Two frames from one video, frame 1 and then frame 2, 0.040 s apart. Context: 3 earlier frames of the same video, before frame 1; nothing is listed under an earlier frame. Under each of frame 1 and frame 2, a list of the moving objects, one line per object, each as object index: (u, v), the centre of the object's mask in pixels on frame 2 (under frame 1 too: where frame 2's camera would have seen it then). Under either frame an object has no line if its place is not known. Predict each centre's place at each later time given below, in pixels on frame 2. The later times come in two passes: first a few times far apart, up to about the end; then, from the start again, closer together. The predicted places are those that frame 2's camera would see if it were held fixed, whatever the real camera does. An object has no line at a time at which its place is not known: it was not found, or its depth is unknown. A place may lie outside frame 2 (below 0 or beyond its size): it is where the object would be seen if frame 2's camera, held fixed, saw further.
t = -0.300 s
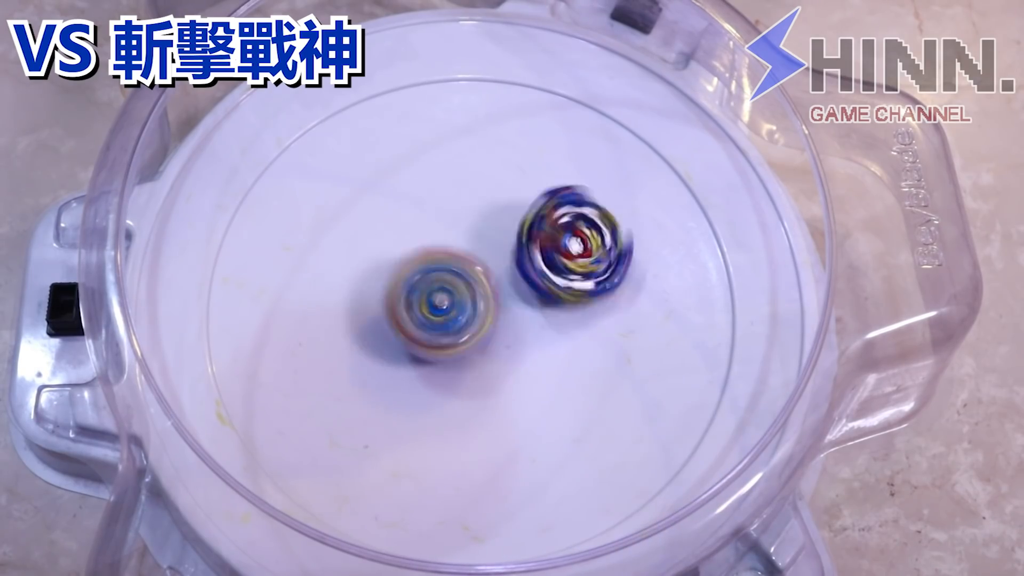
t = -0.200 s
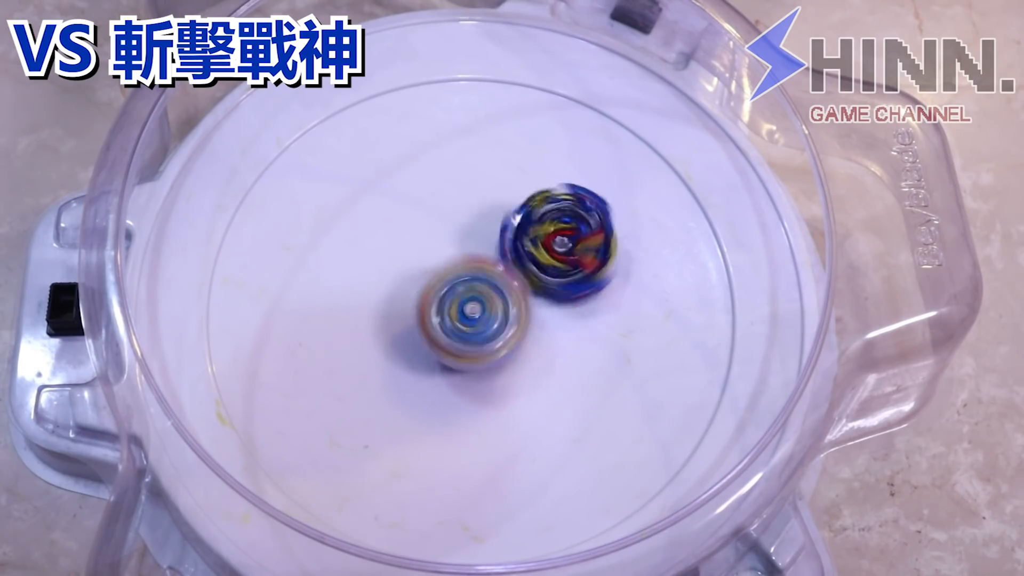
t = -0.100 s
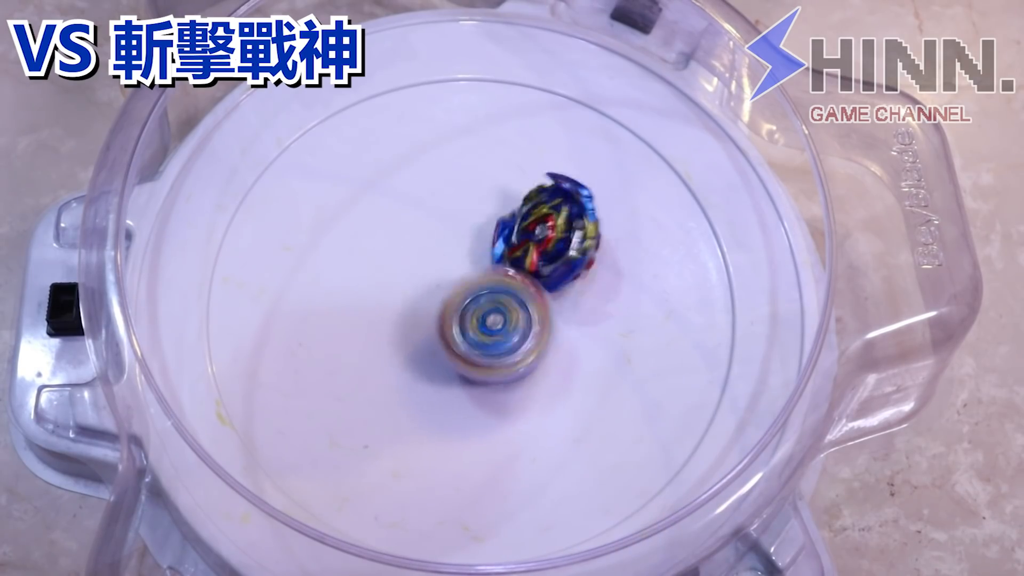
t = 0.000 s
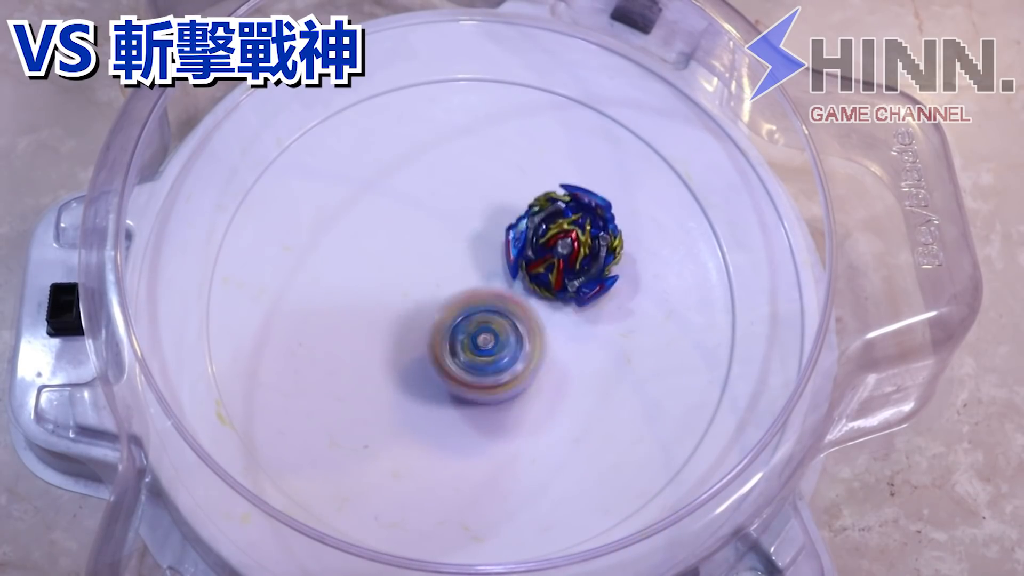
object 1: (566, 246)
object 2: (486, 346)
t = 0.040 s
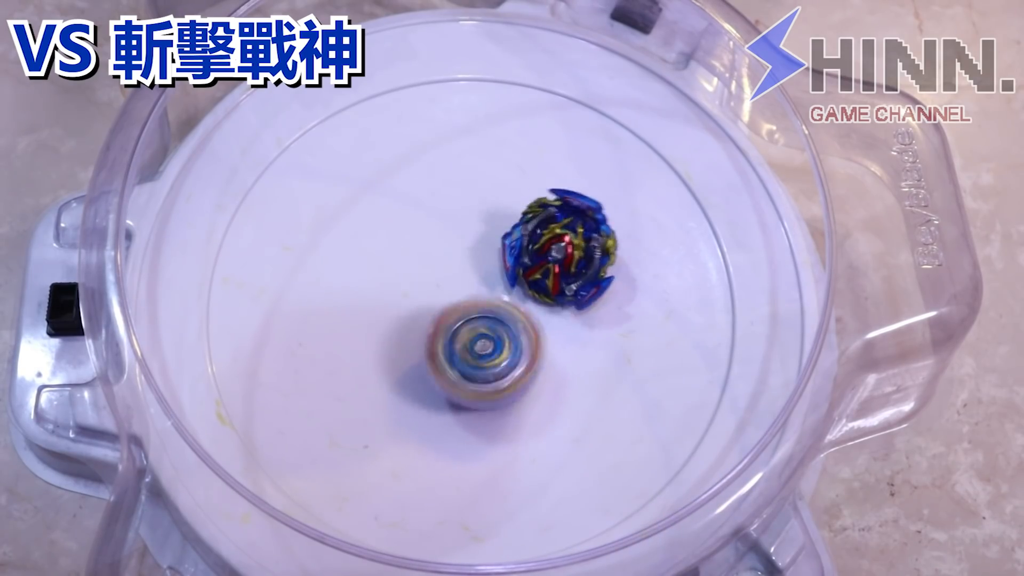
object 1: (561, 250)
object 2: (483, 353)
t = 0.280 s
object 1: (540, 239)
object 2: (475, 351)
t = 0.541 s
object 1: (545, 249)
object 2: (437, 300)
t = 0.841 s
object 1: (538, 241)
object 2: (407, 284)
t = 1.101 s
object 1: (548, 241)
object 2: (445, 288)
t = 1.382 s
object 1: (549, 241)
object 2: (459, 304)
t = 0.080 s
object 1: (553, 250)
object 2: (482, 356)
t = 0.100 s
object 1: (550, 249)
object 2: (481, 358)
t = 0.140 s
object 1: (545, 245)
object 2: (481, 360)
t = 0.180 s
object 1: (541, 240)
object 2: (480, 359)
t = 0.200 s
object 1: (541, 237)
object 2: (479, 359)
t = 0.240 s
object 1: (540, 235)
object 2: (478, 355)
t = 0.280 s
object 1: (540, 239)
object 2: (475, 351)
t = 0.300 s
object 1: (541, 241)
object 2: (475, 347)
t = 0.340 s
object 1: (542, 244)
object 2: (471, 340)
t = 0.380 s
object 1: (544, 246)
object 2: (467, 332)
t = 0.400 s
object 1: (545, 248)
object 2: (464, 328)
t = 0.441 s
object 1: (547, 249)
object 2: (457, 320)
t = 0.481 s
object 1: (547, 250)
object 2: (448, 311)
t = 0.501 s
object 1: (547, 250)
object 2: (445, 308)
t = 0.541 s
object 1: (545, 249)
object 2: (437, 300)
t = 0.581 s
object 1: (544, 247)
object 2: (427, 295)
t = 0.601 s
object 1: (543, 246)
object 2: (424, 291)
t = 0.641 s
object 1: (541, 243)
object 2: (414, 288)
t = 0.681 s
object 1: (539, 241)
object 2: (410, 285)
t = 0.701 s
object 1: (538, 240)
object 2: (408, 284)
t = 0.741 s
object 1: (538, 241)
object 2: (406, 284)
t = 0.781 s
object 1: (538, 241)
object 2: (405, 284)
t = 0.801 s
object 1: (538, 241)
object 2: (404, 284)
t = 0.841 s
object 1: (538, 241)
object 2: (407, 284)
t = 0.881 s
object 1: (538, 241)
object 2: (411, 285)
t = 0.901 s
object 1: (538, 241)
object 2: (414, 287)
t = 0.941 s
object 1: (538, 241)
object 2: (419, 286)
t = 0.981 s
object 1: (538, 241)
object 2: (428, 287)
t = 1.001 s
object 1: (538, 241)
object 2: (434, 287)
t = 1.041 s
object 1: (541, 239)
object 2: (444, 286)
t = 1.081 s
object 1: (545, 239)
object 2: (446, 287)
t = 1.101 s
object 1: (548, 241)
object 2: (445, 288)
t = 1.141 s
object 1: (548, 242)
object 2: (444, 289)
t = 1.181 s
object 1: (548, 242)
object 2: (445, 292)
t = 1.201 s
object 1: (548, 242)
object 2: (445, 295)
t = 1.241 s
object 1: (548, 242)
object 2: (447, 296)
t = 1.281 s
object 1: (548, 242)
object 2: (449, 300)
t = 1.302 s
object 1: (548, 242)
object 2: (453, 301)
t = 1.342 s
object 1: (549, 241)
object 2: (455, 302)
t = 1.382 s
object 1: (549, 241)
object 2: (459, 304)
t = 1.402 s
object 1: (550, 240)
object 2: (463, 306)
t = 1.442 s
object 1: (550, 239)
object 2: (469, 305)
